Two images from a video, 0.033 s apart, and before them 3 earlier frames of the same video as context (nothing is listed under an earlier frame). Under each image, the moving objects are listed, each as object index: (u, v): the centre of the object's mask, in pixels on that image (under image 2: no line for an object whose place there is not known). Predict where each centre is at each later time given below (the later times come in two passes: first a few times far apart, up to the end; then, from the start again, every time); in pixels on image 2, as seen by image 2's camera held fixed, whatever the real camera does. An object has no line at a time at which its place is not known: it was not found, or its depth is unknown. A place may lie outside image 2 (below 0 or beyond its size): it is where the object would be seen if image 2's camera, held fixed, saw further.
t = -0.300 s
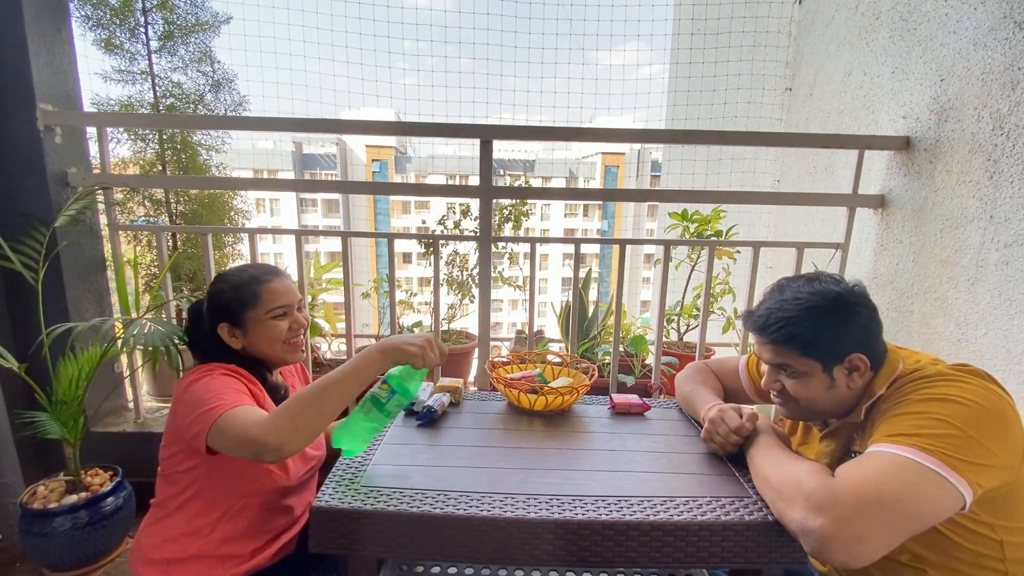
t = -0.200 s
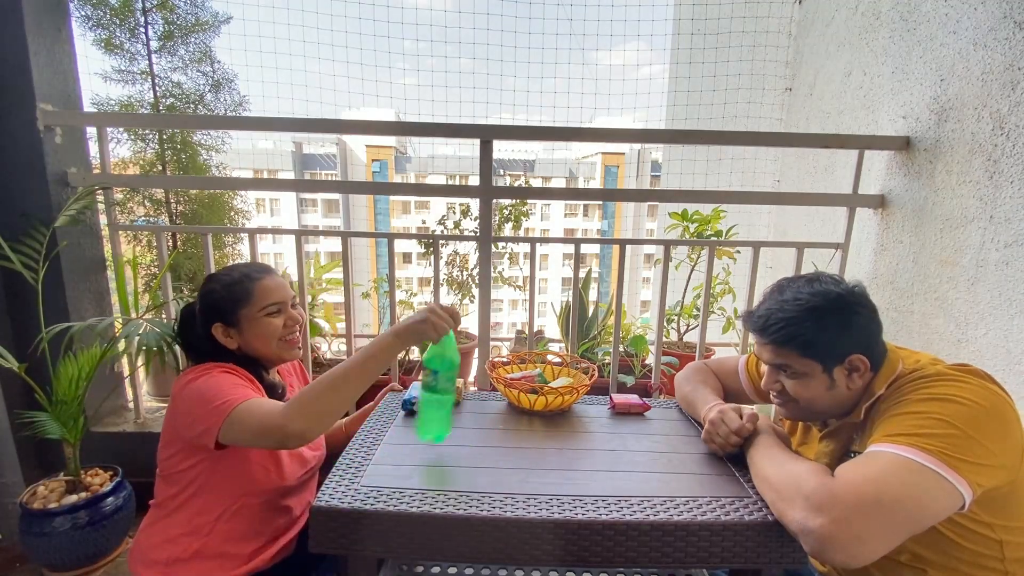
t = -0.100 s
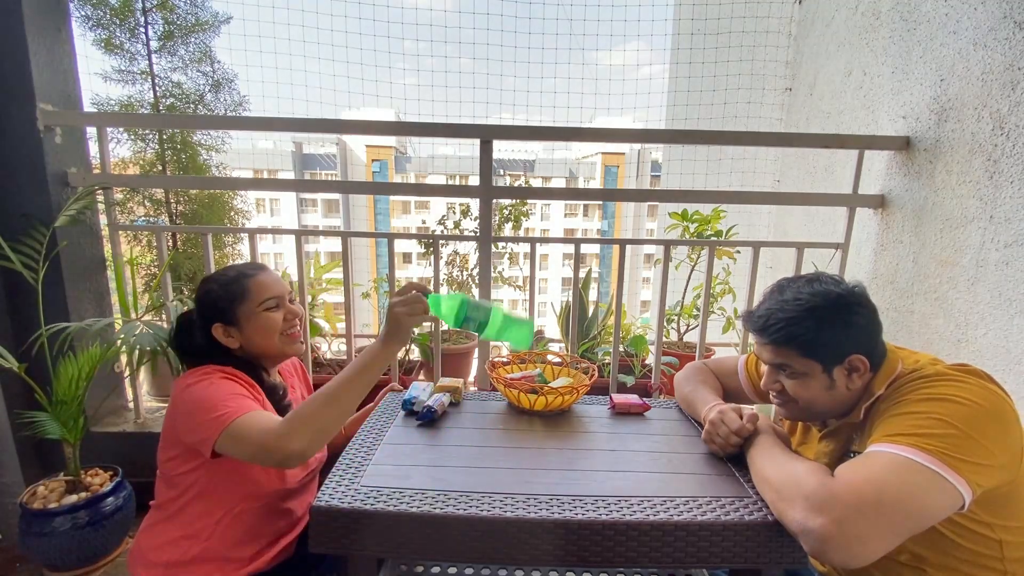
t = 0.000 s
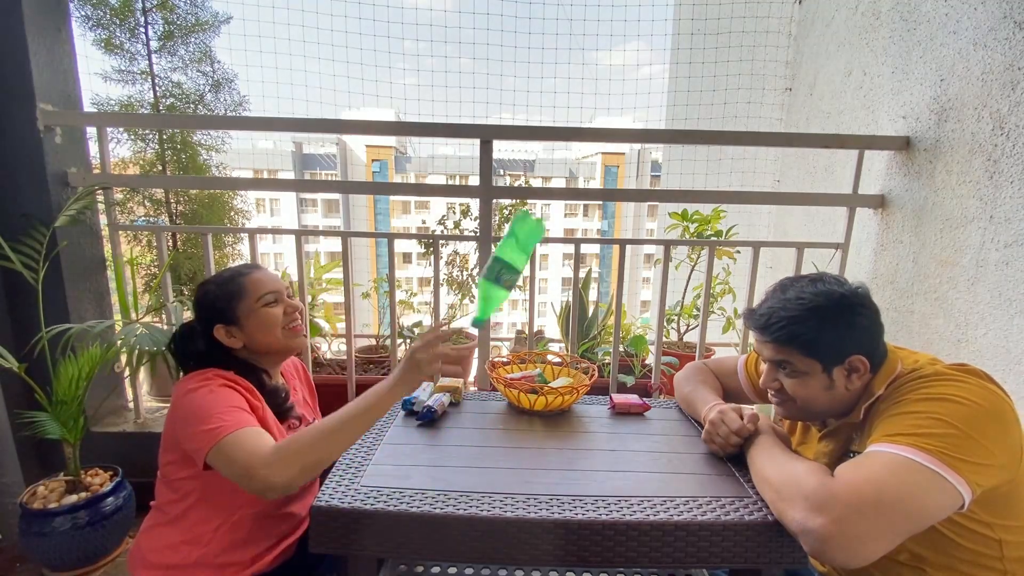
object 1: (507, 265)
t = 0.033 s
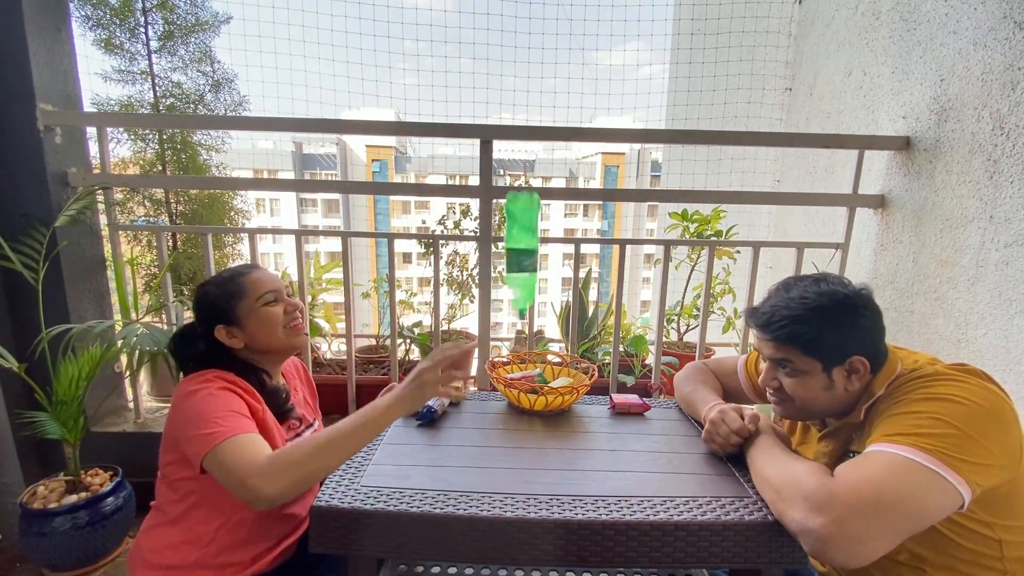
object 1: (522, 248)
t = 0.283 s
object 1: (528, 232)
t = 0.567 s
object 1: (508, 403)
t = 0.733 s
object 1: (482, 431)
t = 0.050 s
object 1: (529, 240)
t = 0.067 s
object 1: (535, 231)
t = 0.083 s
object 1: (541, 222)
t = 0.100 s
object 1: (545, 215)
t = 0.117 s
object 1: (550, 208)
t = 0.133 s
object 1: (551, 202)
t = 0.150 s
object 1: (551, 197)
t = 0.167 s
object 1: (551, 194)
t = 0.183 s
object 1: (549, 193)
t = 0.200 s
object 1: (547, 194)
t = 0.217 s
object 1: (544, 197)
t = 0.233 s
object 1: (541, 202)
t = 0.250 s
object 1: (536, 209)
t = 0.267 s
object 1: (532, 219)
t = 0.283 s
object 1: (528, 232)
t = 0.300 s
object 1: (524, 247)
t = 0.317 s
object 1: (520, 263)
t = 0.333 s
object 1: (517, 282)
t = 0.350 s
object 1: (514, 301)
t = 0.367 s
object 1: (513, 324)
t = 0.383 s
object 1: (512, 345)
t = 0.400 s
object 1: (509, 367)
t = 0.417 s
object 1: (507, 390)
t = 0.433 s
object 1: (506, 414)
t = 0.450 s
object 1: (504, 424)
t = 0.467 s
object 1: (506, 416)
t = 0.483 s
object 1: (507, 410)
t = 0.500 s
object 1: (508, 405)
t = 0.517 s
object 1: (509, 402)
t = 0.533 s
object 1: (510, 401)
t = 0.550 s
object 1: (509, 401)
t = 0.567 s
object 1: (508, 403)
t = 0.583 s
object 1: (506, 404)
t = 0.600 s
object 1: (505, 403)
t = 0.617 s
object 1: (503, 405)
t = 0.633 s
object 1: (501, 406)
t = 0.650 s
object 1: (498, 409)
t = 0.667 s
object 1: (496, 411)
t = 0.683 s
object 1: (493, 415)
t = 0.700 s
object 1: (489, 419)
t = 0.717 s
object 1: (486, 425)
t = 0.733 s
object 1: (482, 431)
